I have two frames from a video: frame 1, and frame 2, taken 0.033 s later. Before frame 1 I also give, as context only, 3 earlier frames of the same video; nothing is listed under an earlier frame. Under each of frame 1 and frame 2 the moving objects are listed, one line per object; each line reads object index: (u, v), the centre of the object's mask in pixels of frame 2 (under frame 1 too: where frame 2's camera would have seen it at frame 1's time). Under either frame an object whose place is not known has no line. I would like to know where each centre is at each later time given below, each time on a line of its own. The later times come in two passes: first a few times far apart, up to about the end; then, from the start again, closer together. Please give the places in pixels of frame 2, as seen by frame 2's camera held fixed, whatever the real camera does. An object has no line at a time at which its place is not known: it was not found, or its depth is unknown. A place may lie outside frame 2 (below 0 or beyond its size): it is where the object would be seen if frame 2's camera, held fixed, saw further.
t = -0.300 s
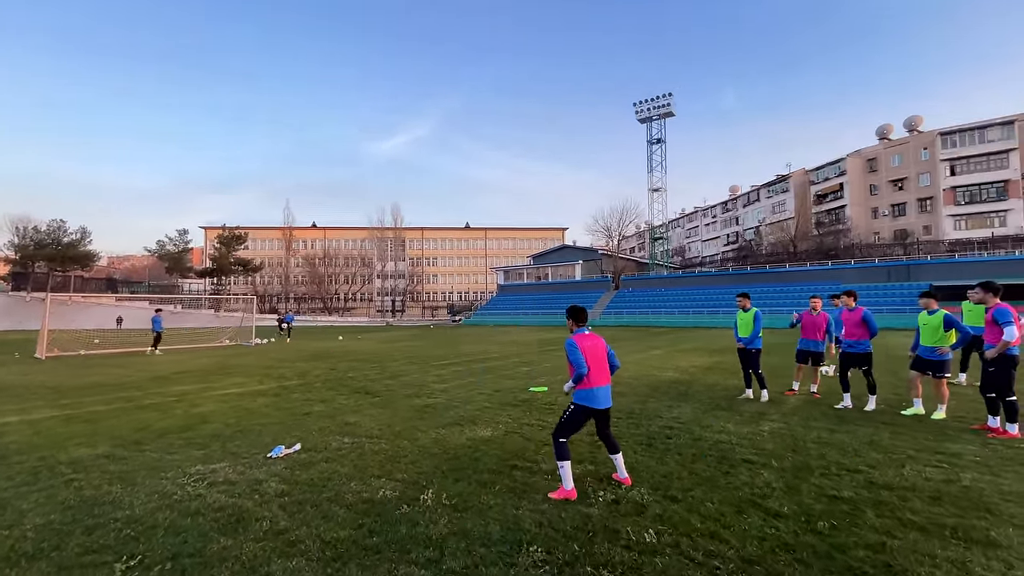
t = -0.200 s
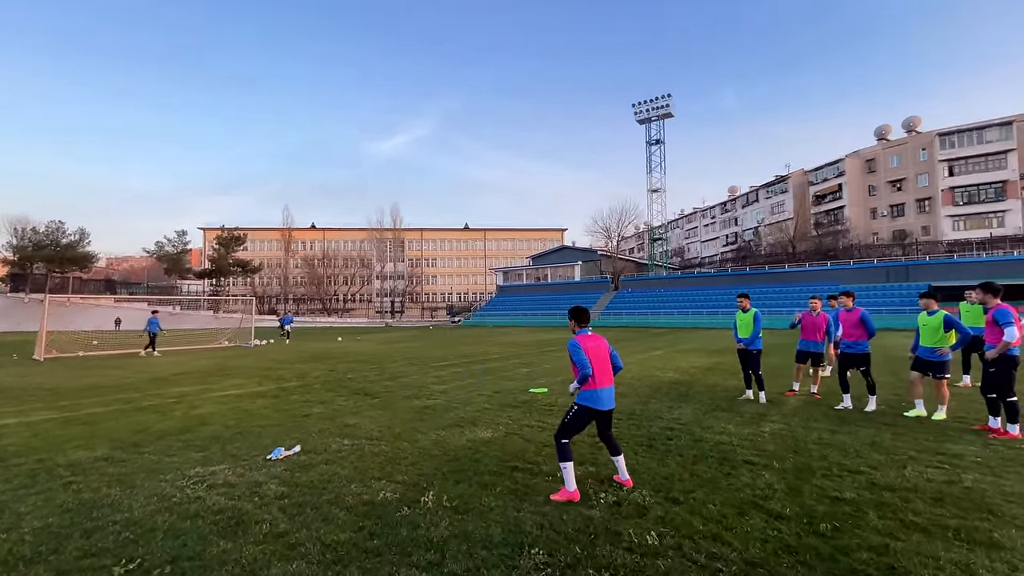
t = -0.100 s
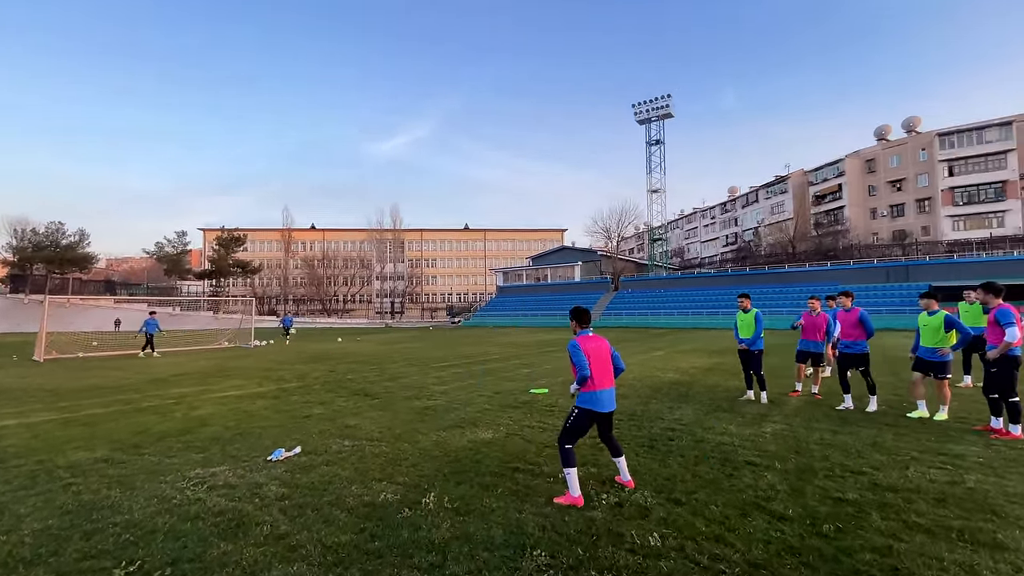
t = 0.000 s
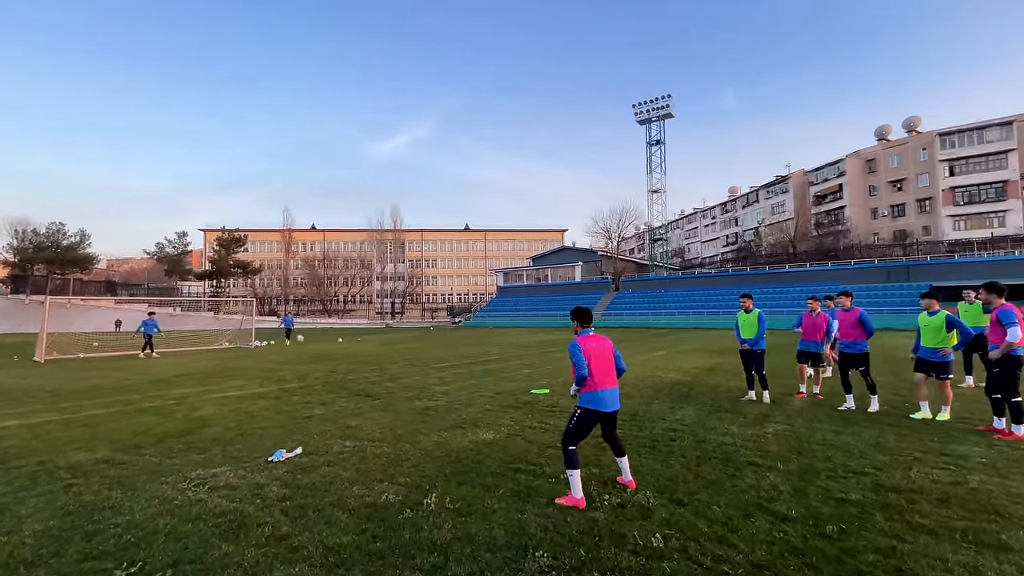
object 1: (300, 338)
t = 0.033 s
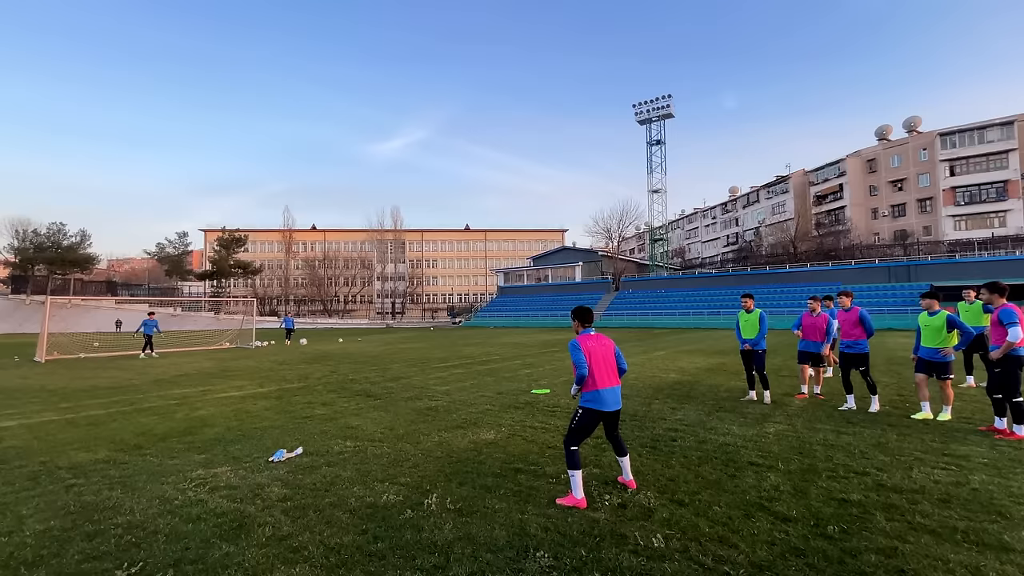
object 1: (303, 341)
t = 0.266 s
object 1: (330, 369)
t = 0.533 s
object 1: (379, 371)
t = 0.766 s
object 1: (447, 398)
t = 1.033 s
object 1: (554, 419)
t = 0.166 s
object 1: (317, 359)
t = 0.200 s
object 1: (322, 365)
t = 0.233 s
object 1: (326, 371)
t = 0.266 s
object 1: (330, 369)
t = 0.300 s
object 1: (335, 368)
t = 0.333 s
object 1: (340, 367)
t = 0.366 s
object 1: (346, 366)
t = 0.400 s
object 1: (351, 366)
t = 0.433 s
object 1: (357, 366)
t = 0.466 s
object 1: (364, 367)
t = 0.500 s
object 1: (371, 369)
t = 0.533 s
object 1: (379, 371)
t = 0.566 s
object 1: (387, 374)
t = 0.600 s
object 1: (396, 377)
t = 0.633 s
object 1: (405, 382)
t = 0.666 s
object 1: (415, 388)
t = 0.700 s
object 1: (426, 394)
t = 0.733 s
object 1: (437, 400)
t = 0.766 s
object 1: (447, 398)
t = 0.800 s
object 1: (457, 398)
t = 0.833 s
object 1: (469, 398)
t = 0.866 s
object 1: (481, 399)
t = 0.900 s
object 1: (493, 401)
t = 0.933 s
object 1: (507, 404)
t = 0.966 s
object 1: (522, 408)
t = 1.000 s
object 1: (537, 413)
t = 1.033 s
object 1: (554, 419)
